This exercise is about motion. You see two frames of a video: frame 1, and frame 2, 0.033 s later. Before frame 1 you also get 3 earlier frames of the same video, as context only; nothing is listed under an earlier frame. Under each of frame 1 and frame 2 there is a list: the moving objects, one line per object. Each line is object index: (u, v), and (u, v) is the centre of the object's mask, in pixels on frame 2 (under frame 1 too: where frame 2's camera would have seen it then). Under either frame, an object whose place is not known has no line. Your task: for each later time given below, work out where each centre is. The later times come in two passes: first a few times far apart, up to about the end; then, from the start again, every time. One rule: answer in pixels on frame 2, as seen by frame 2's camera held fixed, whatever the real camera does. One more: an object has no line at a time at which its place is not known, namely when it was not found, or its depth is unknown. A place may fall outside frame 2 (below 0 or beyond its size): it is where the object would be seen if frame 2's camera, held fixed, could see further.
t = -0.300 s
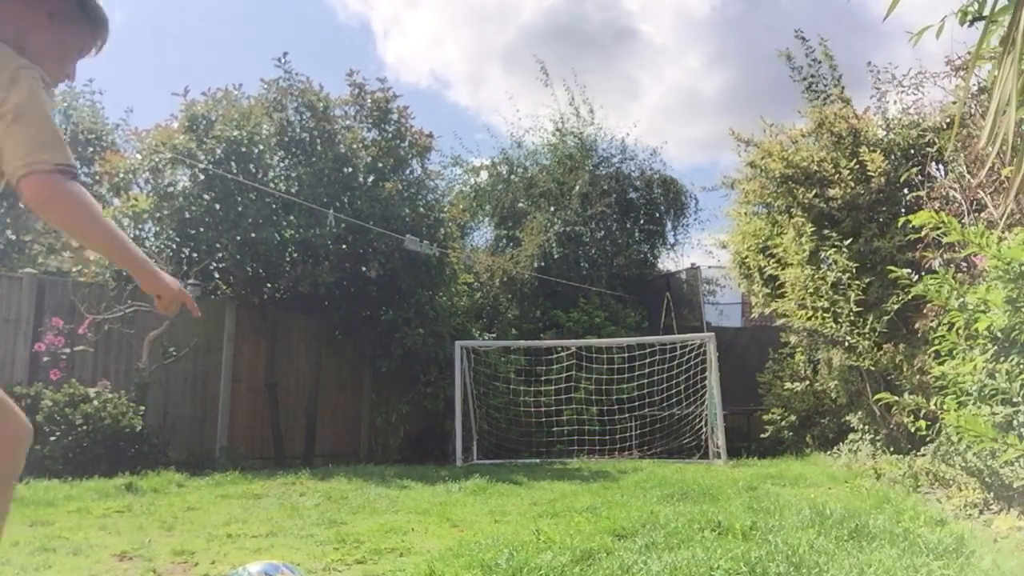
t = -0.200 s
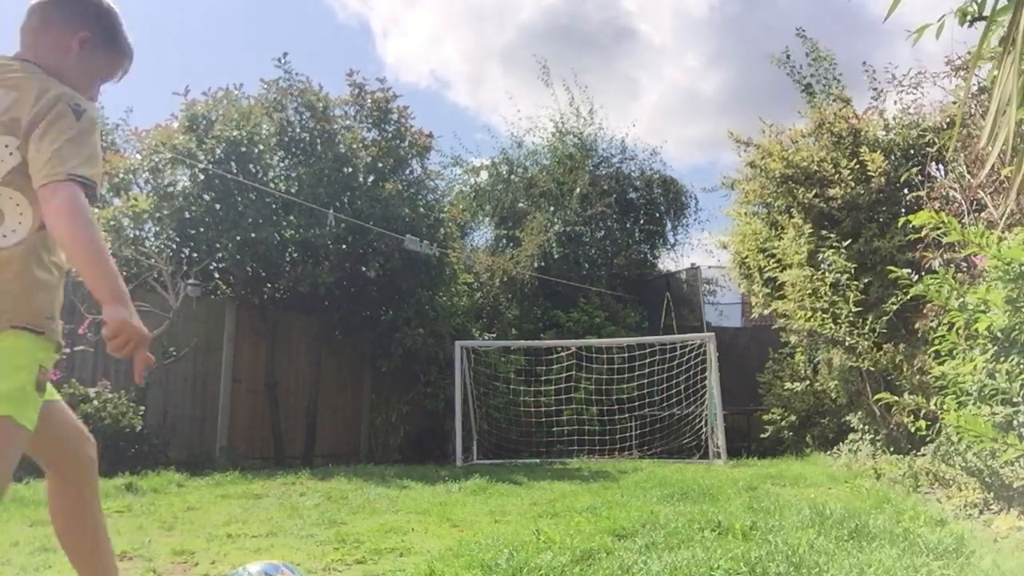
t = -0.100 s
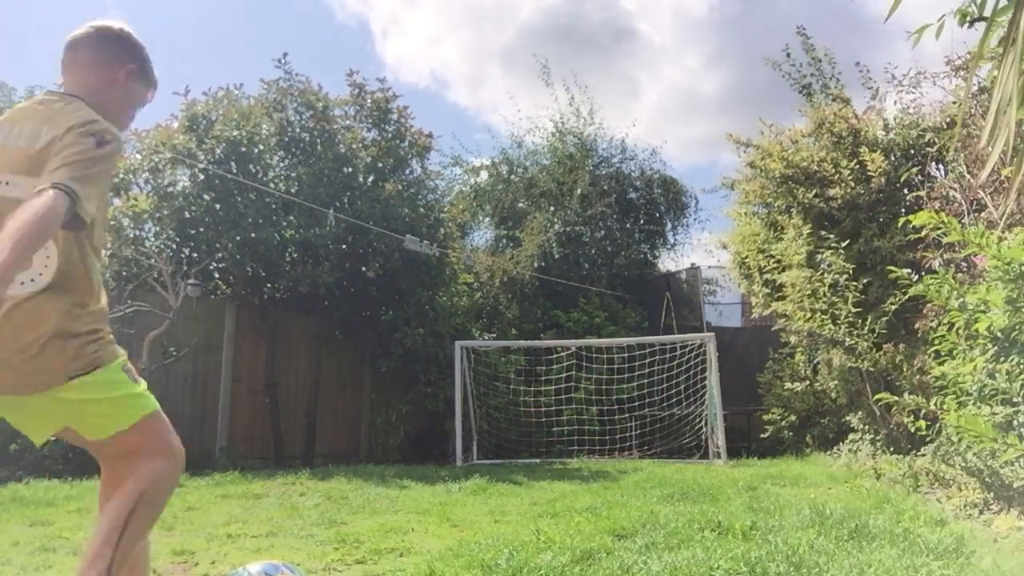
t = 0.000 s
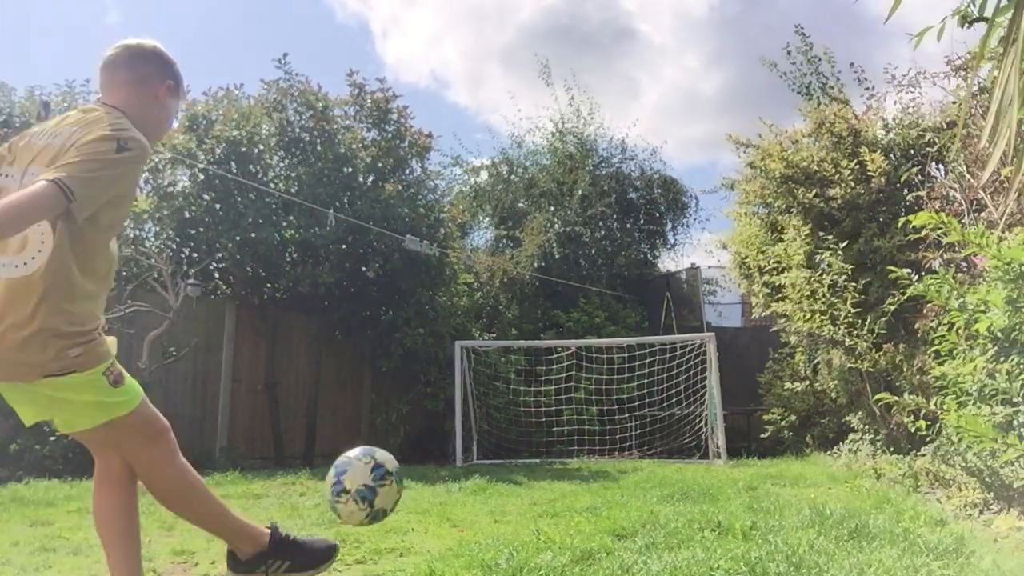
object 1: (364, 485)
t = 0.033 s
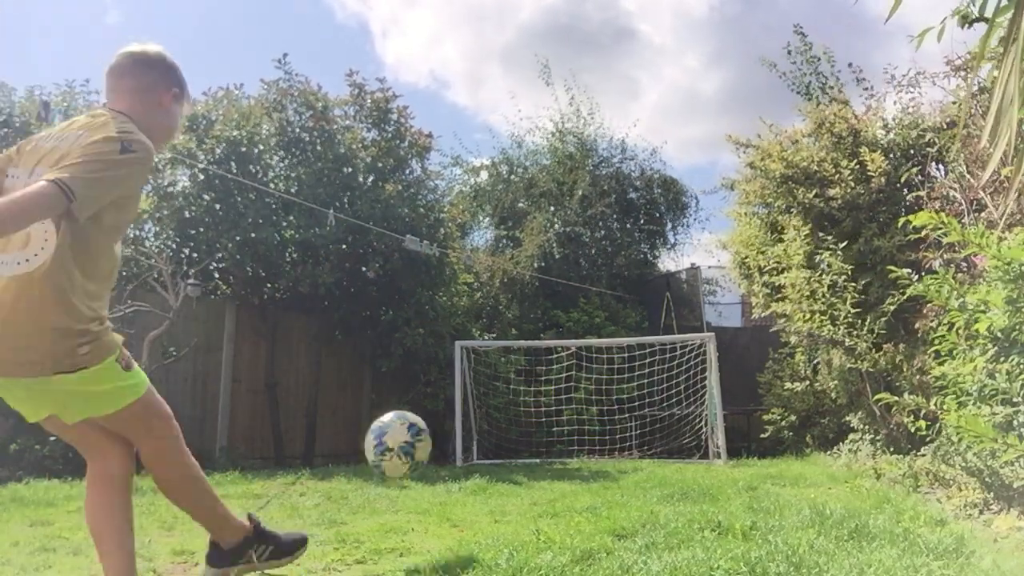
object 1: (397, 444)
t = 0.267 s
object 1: (496, 366)
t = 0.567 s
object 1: (536, 417)
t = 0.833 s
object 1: (532, 452)
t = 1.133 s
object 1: (524, 451)
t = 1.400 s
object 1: (519, 450)
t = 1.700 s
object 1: (516, 452)
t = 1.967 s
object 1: (516, 452)
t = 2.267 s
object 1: (515, 452)
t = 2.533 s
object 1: (515, 453)
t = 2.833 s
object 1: (515, 452)
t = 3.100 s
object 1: (515, 452)
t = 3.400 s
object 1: (515, 452)
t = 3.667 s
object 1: (516, 452)
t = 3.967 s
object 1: (515, 452)
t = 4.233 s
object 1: (515, 452)
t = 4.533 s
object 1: (515, 452)
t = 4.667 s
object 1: (515, 452)
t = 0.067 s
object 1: (423, 417)
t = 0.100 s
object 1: (442, 397)
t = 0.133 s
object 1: (457, 383)
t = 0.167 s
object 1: (470, 374)
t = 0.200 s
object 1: (481, 369)
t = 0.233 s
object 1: (490, 366)
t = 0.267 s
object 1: (496, 366)
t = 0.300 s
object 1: (503, 367)
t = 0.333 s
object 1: (509, 370)
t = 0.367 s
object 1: (515, 375)
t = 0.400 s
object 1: (520, 381)
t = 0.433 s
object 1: (524, 386)
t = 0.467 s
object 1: (527, 393)
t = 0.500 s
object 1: (531, 400)
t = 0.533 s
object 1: (534, 408)
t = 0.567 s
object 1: (536, 417)
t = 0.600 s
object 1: (537, 425)
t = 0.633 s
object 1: (539, 434)
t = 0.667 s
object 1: (540, 442)
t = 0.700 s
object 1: (540, 448)
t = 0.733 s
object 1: (539, 450)
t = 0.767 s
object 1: (537, 451)
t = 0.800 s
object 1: (534, 451)
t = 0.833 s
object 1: (532, 452)
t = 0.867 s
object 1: (531, 451)
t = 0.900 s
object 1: (530, 451)
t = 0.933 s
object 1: (529, 451)
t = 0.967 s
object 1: (528, 452)
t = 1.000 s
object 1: (527, 452)
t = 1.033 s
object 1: (526, 451)
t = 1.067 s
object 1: (525, 452)
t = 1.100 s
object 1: (524, 452)
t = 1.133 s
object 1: (524, 451)
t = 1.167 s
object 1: (523, 449)
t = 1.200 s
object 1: (522, 449)
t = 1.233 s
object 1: (520, 449)
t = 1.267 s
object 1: (520, 449)
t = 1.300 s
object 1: (520, 449)
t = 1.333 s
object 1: (520, 450)
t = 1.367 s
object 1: (519, 450)
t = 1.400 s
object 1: (519, 450)
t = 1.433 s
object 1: (519, 450)
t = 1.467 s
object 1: (518, 450)
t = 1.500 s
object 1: (518, 450)
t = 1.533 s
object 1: (518, 450)
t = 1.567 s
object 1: (519, 450)
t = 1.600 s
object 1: (517, 450)
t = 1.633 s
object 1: (516, 451)
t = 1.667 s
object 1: (516, 452)
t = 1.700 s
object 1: (516, 452)
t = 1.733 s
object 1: (516, 452)
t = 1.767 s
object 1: (516, 452)
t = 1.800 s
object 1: (516, 452)
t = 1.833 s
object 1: (516, 452)
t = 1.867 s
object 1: (516, 452)
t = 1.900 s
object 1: (516, 452)
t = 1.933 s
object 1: (516, 452)
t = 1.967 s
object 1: (516, 452)
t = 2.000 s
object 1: (516, 452)
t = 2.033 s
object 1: (515, 452)
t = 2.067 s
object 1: (515, 452)
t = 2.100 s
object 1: (515, 452)
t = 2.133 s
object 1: (515, 452)
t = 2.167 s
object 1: (515, 452)
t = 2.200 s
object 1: (515, 452)
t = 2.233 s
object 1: (515, 452)
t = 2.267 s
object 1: (515, 452)
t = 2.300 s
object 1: (515, 452)
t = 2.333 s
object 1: (515, 452)
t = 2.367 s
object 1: (515, 452)
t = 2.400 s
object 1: (515, 452)
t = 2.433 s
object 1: (515, 452)
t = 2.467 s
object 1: (515, 452)
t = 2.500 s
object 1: (515, 452)
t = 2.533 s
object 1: (515, 453)
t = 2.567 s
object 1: (515, 452)
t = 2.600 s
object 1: (515, 452)
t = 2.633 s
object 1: (515, 452)
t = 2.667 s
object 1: (515, 452)
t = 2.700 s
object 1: (515, 452)
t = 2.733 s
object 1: (515, 452)
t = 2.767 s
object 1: (515, 452)
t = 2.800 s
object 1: (515, 452)
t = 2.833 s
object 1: (515, 452)
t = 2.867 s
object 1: (515, 452)
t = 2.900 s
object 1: (515, 452)
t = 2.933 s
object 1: (515, 452)
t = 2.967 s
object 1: (515, 452)
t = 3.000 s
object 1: (515, 452)
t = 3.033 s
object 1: (515, 452)
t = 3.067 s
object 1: (515, 452)
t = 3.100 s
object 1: (515, 452)
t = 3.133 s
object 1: (515, 451)
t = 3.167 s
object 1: (515, 451)
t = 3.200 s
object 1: (515, 452)
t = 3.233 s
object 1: (516, 452)
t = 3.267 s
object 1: (515, 452)
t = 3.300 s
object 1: (515, 451)
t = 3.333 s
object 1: (516, 452)
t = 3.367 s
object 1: (515, 451)
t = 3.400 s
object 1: (515, 452)
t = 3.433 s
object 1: (515, 452)
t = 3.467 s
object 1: (515, 452)
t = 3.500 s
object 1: (515, 452)
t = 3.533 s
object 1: (516, 452)
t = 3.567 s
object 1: (516, 452)
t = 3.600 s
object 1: (515, 452)
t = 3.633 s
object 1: (516, 452)
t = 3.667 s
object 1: (516, 452)
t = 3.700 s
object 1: (516, 452)
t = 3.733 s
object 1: (516, 452)
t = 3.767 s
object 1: (515, 452)
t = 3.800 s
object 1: (516, 452)
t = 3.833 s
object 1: (516, 452)
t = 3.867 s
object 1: (516, 452)
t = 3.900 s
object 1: (516, 452)
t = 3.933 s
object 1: (515, 452)
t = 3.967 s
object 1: (515, 452)
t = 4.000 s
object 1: (516, 452)
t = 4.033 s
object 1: (516, 452)
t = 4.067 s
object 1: (516, 452)
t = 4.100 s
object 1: (515, 452)
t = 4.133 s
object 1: (515, 452)
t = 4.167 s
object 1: (515, 452)
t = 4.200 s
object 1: (515, 452)
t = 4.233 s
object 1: (515, 452)
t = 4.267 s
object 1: (516, 452)
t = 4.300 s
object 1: (515, 452)
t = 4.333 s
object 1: (515, 452)
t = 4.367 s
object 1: (515, 452)
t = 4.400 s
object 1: (515, 452)
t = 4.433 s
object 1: (515, 452)
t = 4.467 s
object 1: (515, 452)
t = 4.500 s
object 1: (515, 452)
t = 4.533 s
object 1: (515, 452)
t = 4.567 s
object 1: (515, 452)
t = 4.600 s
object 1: (515, 452)
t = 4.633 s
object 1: (515, 452)
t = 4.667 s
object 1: (515, 452)
